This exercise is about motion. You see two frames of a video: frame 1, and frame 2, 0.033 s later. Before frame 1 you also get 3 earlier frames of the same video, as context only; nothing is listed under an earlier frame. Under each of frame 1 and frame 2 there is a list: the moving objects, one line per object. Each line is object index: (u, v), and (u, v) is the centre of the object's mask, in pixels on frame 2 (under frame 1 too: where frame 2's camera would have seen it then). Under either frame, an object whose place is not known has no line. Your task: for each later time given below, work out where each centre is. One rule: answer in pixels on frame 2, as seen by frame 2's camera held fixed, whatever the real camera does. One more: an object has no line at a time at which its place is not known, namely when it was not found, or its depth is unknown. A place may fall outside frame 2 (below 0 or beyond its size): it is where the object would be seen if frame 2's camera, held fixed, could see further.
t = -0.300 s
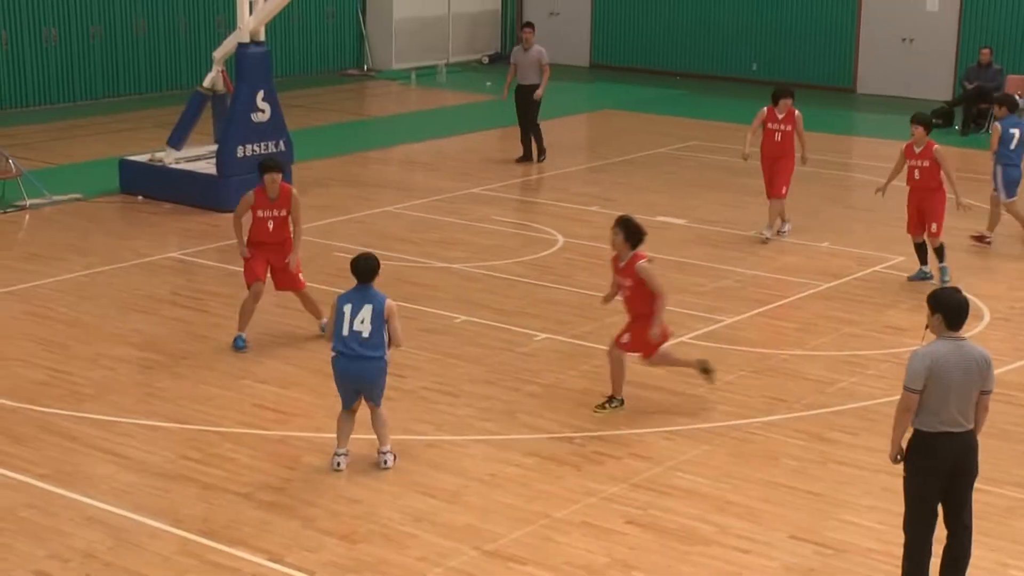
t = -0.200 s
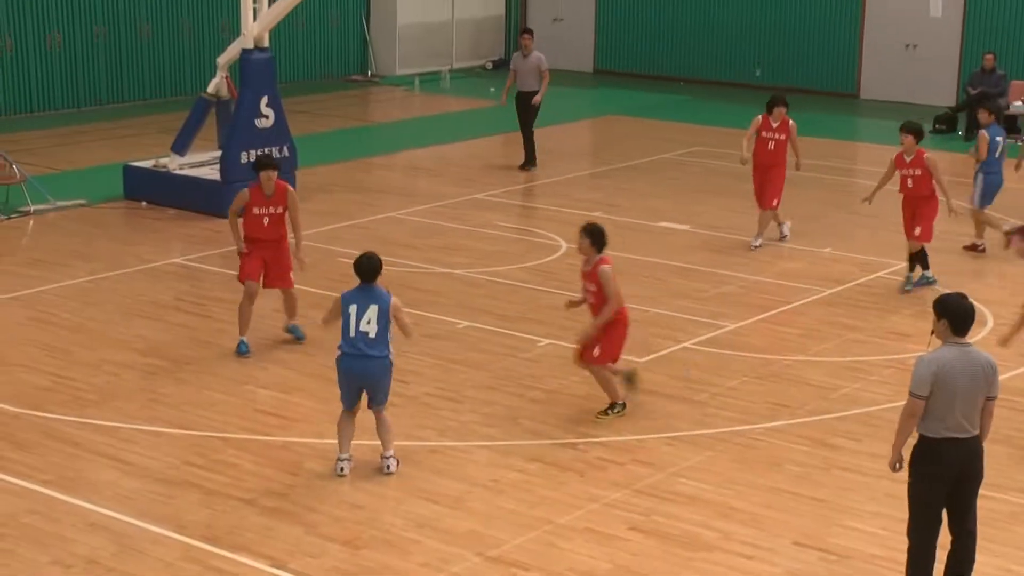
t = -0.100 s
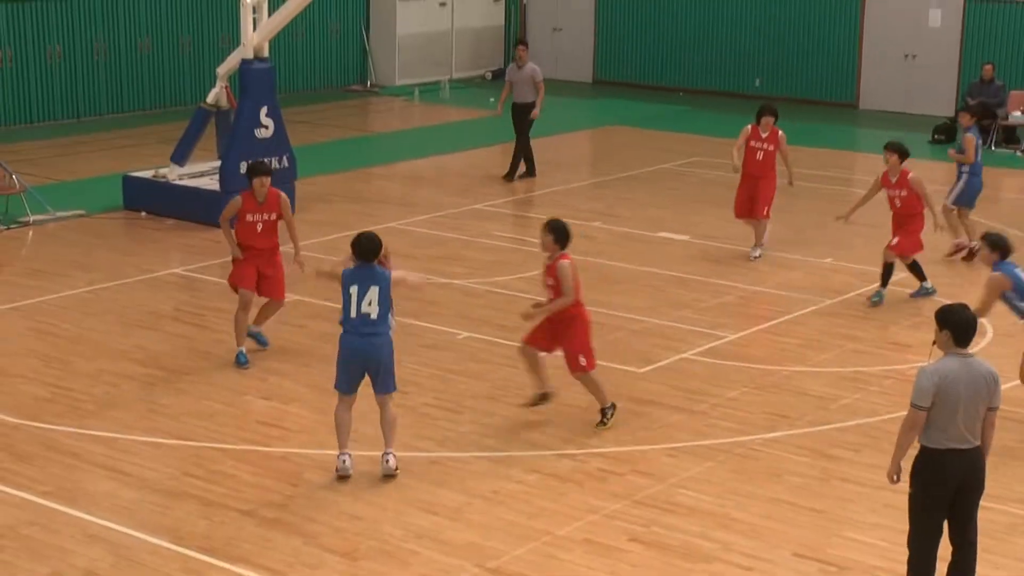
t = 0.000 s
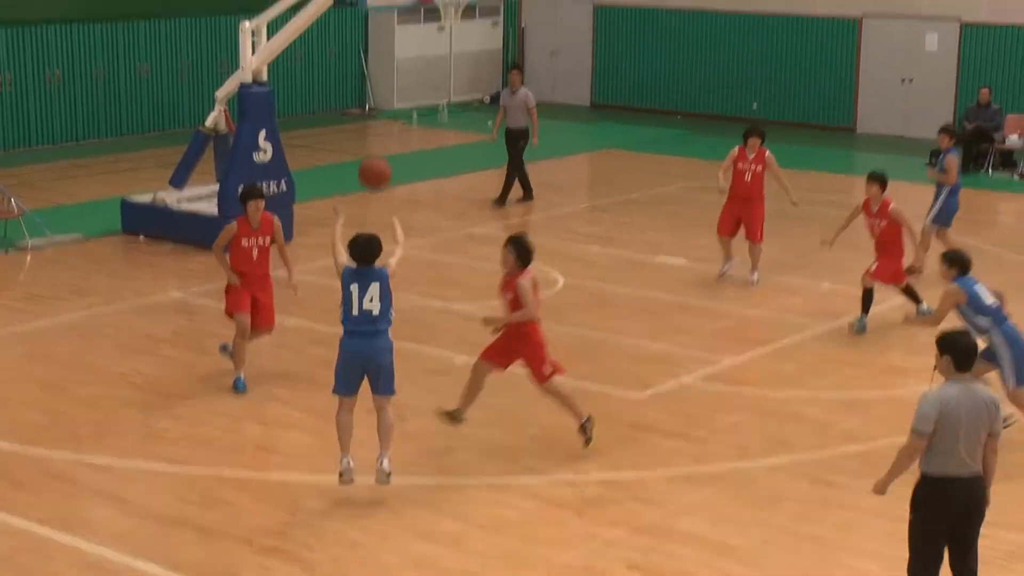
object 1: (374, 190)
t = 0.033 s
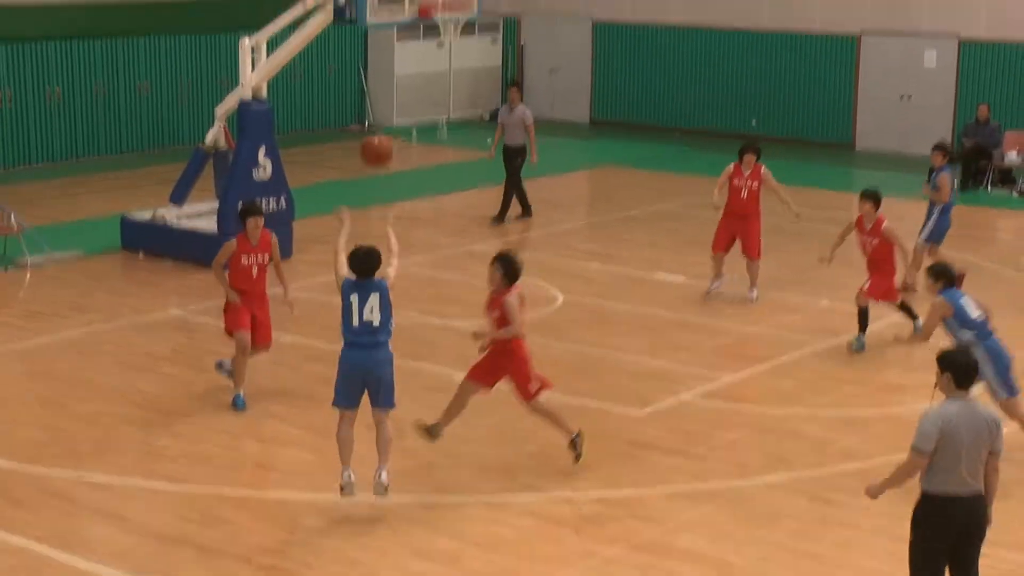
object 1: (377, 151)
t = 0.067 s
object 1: (379, 116)
